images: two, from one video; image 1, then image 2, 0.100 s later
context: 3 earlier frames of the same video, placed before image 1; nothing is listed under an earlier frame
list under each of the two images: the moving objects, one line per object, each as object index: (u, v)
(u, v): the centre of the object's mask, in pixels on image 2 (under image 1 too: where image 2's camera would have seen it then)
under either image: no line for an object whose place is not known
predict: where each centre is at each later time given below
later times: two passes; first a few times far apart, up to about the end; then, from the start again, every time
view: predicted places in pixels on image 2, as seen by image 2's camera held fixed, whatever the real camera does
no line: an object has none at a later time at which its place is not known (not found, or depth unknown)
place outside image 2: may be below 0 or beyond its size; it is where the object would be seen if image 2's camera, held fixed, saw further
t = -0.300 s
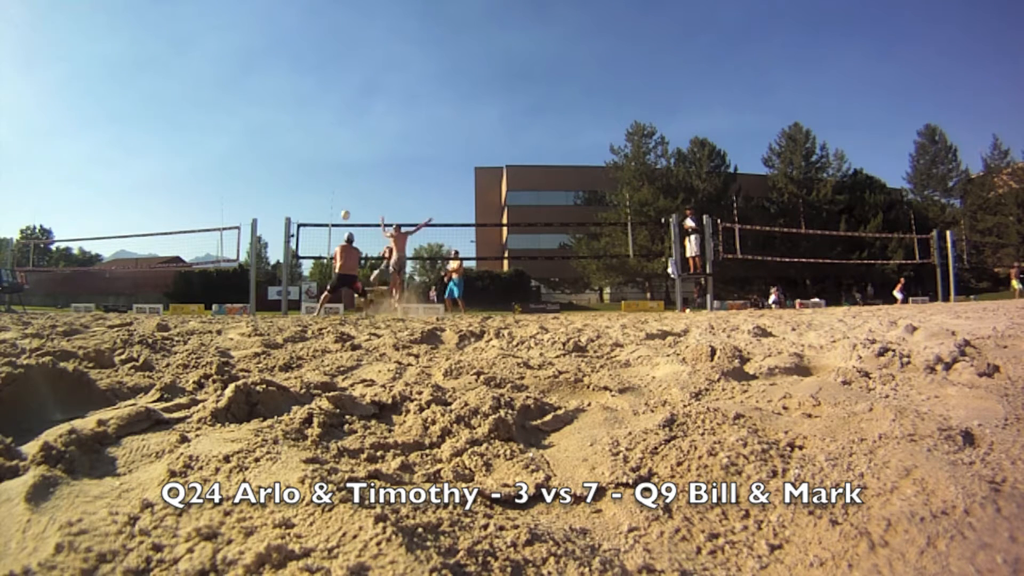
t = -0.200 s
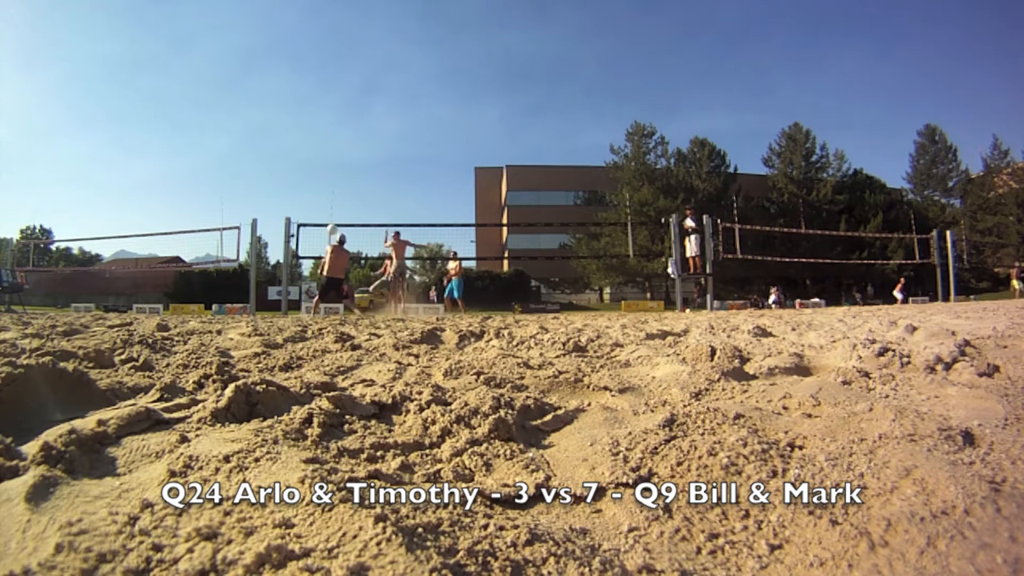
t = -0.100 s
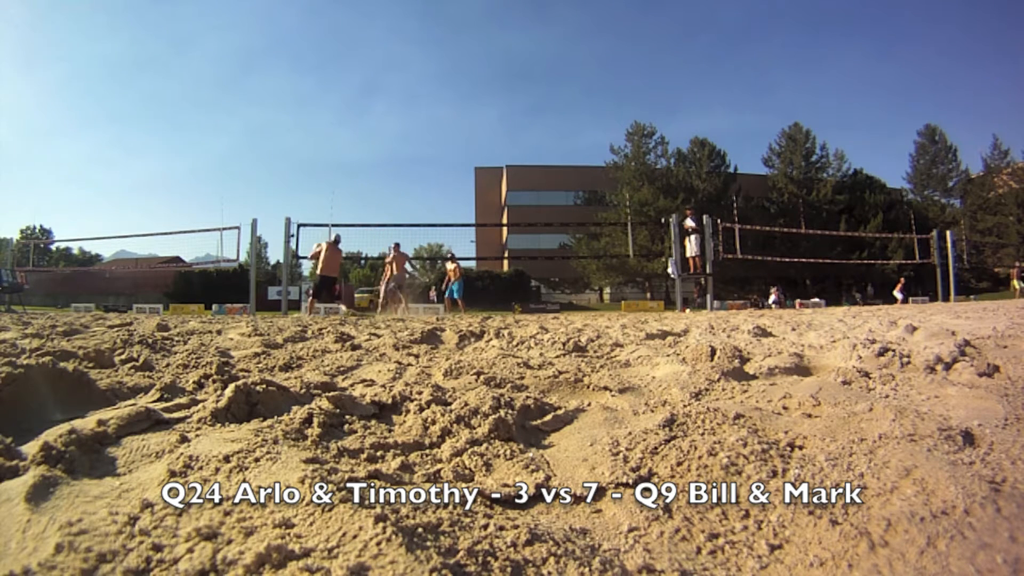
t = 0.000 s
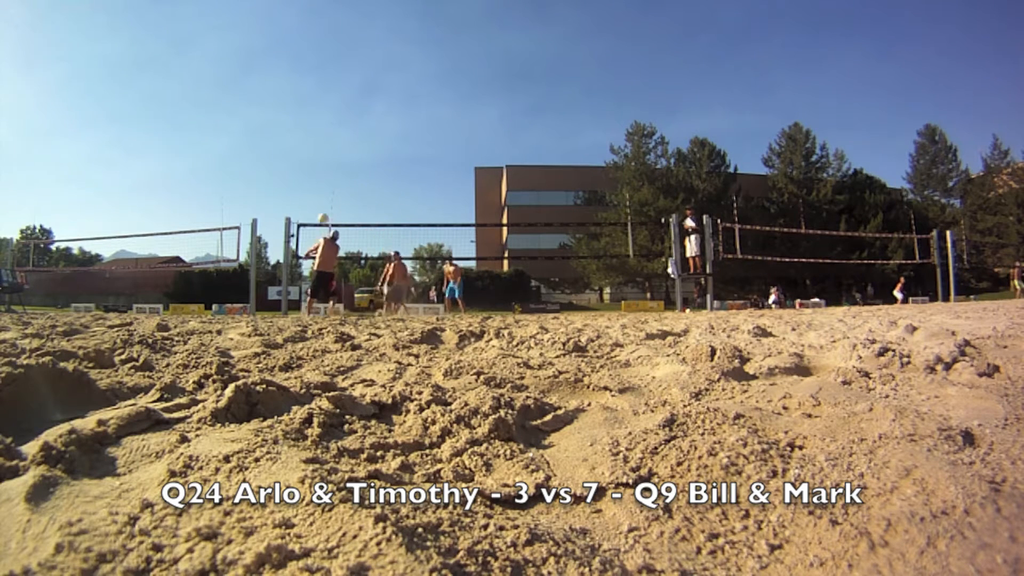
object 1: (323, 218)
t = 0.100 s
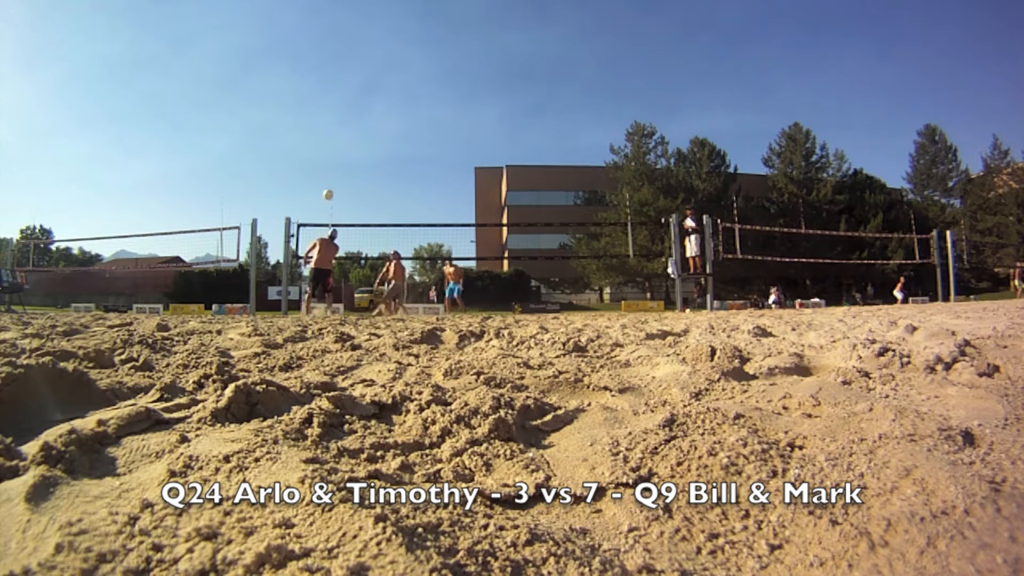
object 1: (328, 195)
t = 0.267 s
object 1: (335, 168)
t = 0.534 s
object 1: (345, 155)
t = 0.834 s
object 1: (354, 175)
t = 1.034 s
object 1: (359, 208)
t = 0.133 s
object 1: (329, 188)
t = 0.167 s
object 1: (331, 182)
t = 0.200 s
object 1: (333, 177)
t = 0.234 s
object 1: (334, 173)
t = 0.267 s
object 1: (335, 168)
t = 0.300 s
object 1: (337, 165)
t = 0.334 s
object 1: (338, 162)
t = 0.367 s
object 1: (339, 159)
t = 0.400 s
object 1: (340, 158)
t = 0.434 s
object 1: (342, 156)
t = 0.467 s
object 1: (343, 155)
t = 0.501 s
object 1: (344, 155)
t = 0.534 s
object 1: (345, 155)
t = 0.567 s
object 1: (346, 155)
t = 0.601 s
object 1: (347, 156)
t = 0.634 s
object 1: (348, 158)
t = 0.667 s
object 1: (349, 159)
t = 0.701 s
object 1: (350, 162)
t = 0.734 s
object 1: (351, 164)
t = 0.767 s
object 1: (352, 167)
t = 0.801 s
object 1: (353, 171)
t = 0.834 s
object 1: (354, 175)
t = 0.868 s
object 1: (355, 179)
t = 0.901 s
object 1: (356, 184)
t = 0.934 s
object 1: (357, 190)
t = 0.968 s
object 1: (357, 195)
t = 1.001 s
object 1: (359, 201)
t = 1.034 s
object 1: (359, 208)
